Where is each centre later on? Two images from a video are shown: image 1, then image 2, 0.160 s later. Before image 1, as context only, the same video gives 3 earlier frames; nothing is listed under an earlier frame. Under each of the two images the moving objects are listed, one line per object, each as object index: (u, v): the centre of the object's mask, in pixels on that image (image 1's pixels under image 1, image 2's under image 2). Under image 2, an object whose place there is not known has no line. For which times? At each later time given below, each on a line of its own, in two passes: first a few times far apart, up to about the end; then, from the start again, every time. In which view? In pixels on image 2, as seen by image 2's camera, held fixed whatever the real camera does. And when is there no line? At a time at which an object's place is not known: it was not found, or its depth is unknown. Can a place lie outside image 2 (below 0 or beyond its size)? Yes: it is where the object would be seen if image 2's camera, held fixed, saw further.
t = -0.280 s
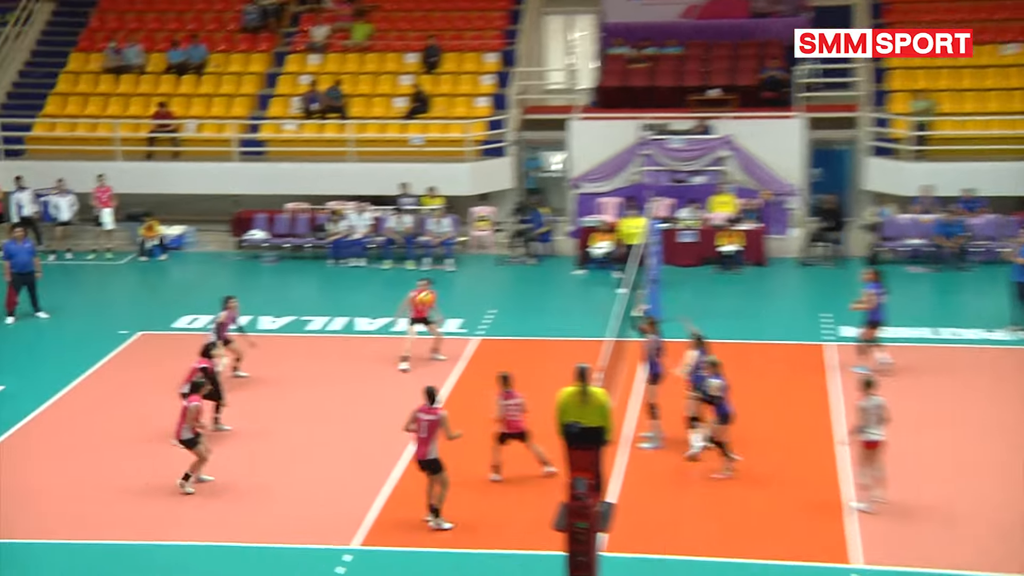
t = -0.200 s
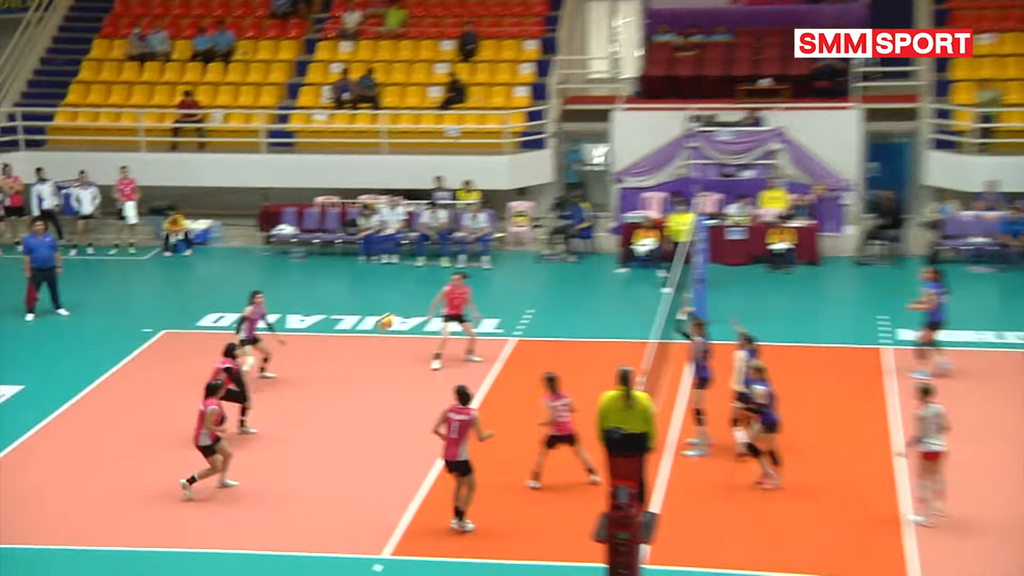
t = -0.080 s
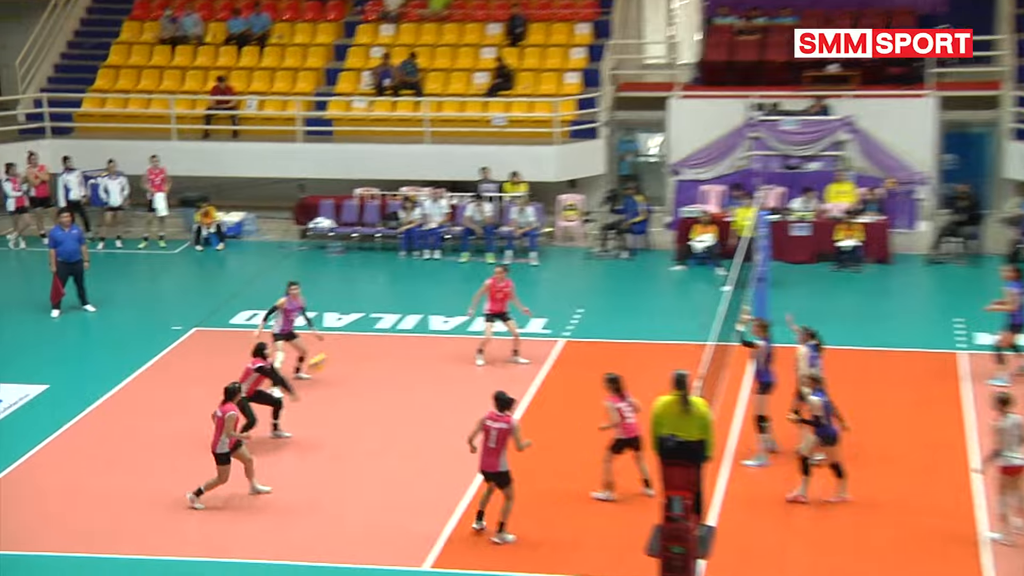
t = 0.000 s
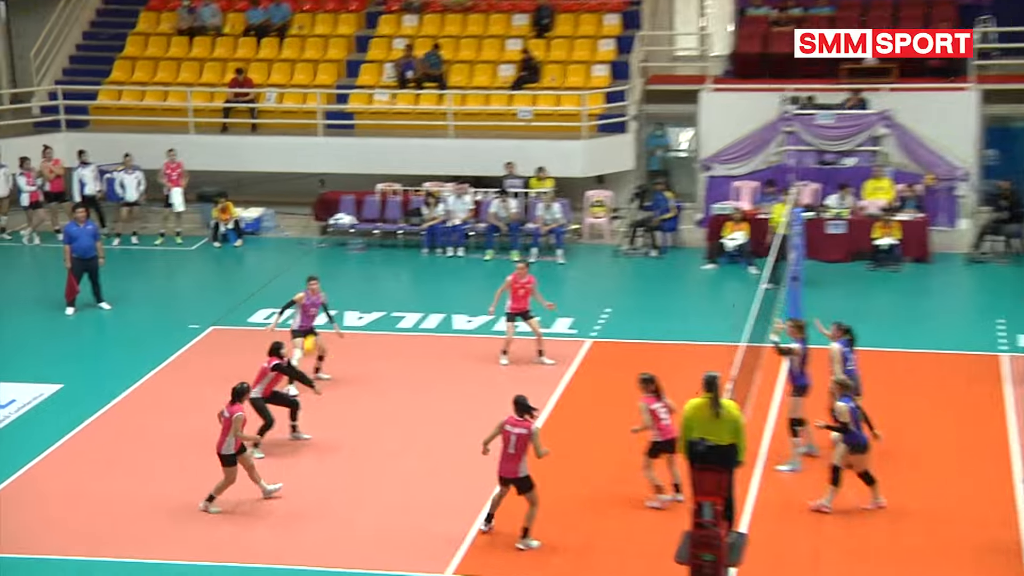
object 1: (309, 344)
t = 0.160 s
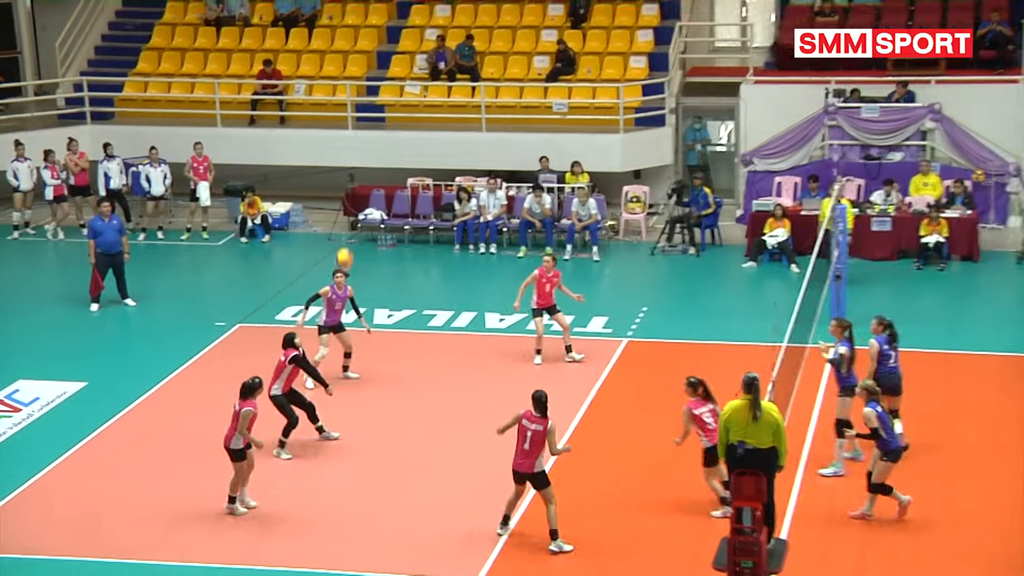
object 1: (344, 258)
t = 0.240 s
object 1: (346, 222)
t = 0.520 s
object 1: (355, 135)
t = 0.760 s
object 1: (364, 111)
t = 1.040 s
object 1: (378, 139)
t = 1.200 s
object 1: (387, 183)
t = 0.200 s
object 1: (345, 240)
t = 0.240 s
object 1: (346, 222)
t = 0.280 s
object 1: (349, 206)
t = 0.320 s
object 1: (349, 193)
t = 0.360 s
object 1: (350, 178)
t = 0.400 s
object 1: (352, 167)
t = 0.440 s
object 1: (353, 154)
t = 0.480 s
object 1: (354, 144)
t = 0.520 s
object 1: (355, 135)
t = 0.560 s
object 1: (357, 128)
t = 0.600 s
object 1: (359, 122)
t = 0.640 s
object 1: (360, 117)
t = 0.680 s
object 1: (361, 113)
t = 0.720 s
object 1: (363, 110)
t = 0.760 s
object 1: (364, 111)
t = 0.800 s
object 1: (366, 111)
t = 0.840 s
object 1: (367, 112)
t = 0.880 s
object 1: (369, 114)
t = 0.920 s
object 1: (372, 119)
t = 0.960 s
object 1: (374, 125)
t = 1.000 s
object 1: (375, 132)
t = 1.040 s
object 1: (378, 139)
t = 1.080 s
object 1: (380, 149)
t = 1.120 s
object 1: (382, 160)
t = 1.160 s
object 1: (384, 172)
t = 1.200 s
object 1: (387, 183)
